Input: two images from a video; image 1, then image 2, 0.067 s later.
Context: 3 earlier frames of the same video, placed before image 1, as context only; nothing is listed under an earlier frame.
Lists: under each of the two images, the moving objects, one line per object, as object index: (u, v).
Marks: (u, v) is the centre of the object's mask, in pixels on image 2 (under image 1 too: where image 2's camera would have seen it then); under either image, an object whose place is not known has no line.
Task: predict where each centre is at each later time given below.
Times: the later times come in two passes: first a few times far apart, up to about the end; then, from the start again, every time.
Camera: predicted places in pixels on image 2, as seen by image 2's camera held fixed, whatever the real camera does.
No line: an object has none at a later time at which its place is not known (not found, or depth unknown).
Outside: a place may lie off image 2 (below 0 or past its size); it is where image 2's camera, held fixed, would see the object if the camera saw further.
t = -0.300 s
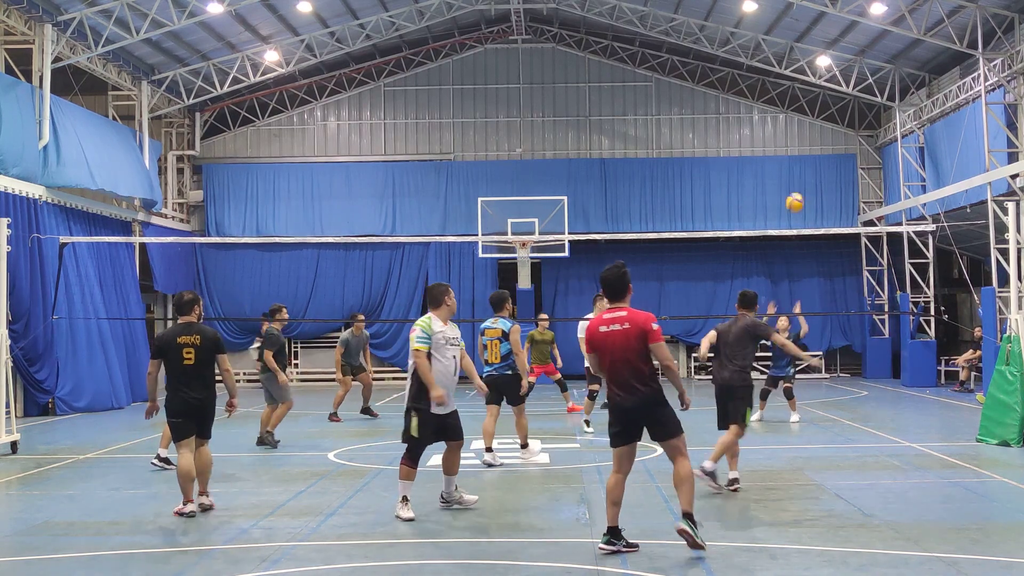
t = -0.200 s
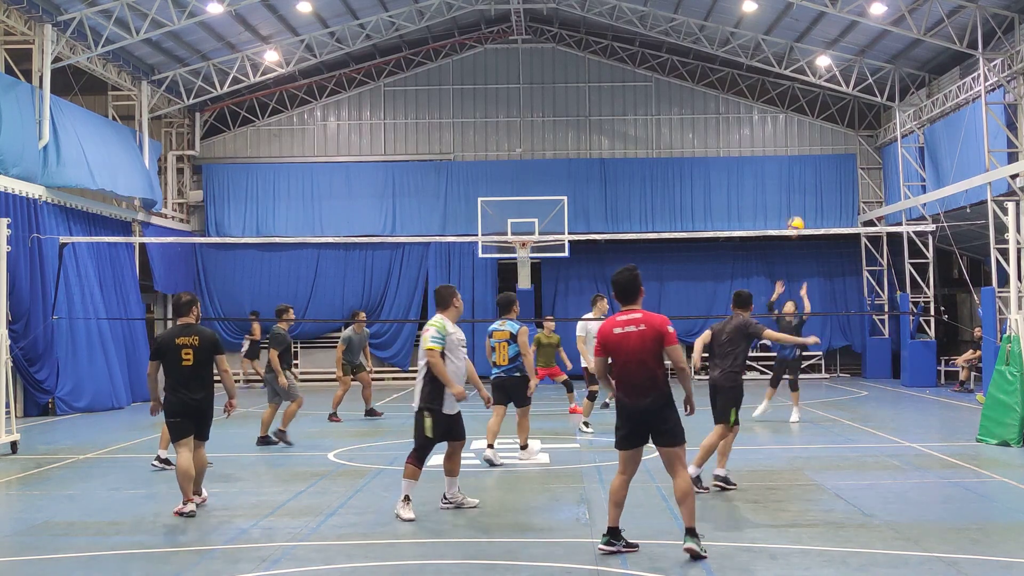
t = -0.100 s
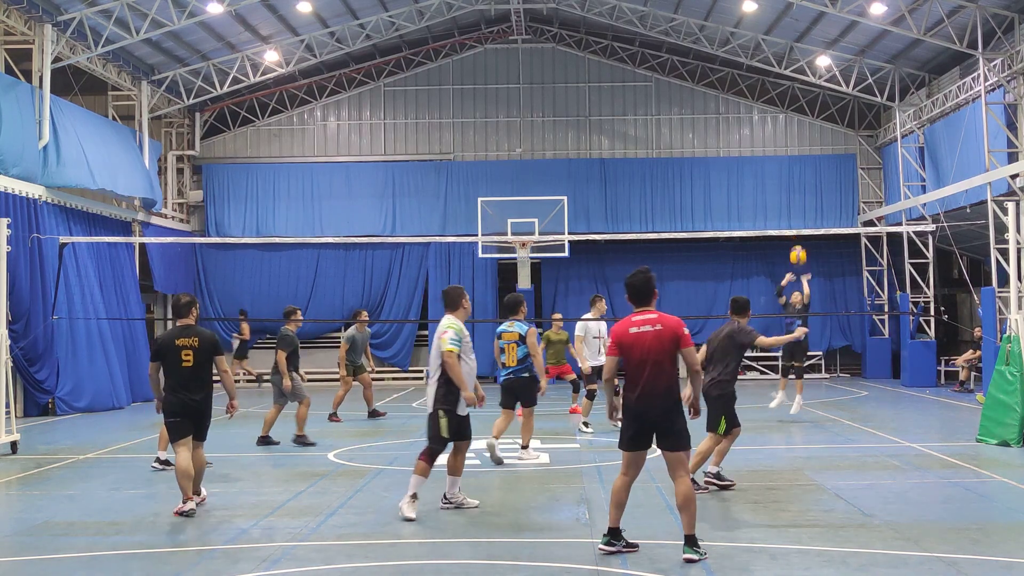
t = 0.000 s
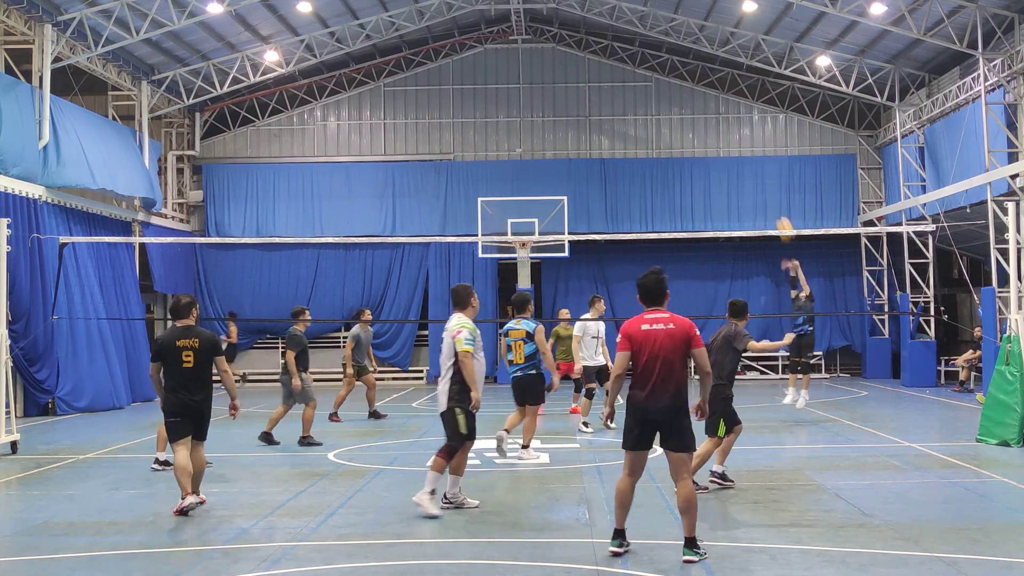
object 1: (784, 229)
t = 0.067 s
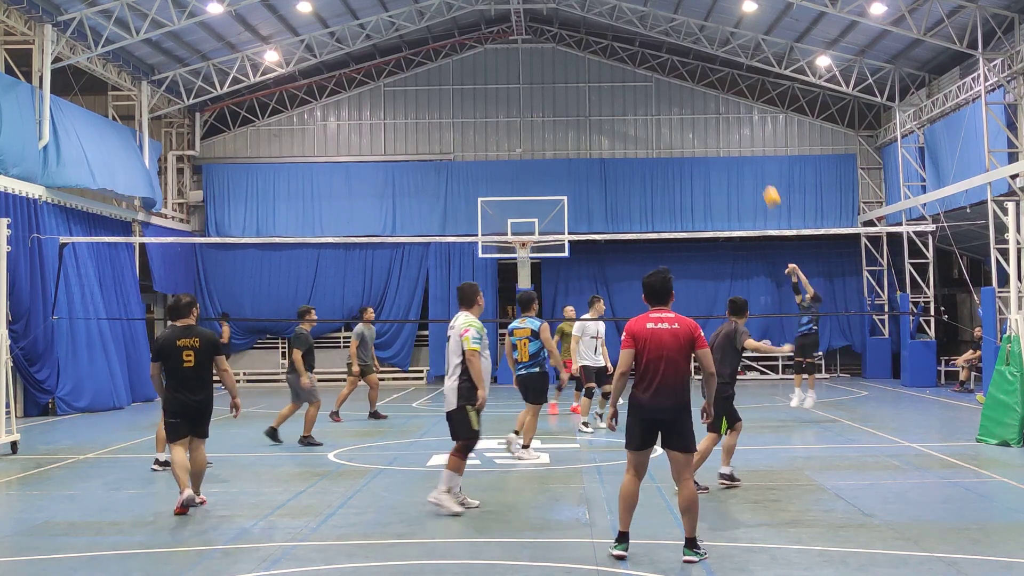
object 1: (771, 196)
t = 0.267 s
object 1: (734, 122)
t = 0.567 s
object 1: (681, 71)
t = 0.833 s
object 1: (639, 77)
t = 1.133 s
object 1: (593, 141)
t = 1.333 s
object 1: (565, 216)
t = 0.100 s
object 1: (765, 182)
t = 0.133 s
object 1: (759, 169)
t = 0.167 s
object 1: (753, 156)
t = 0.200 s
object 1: (746, 144)
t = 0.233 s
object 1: (740, 133)
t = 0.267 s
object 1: (734, 122)
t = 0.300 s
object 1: (728, 114)
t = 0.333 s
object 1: (722, 106)
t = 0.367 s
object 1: (716, 98)
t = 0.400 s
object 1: (710, 91)
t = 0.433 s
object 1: (704, 86)
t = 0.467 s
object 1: (699, 81)
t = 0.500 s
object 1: (693, 77)
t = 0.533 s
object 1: (687, 73)
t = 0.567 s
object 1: (681, 71)
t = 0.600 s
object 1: (676, 69)
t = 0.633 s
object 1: (671, 68)
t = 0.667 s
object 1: (665, 68)
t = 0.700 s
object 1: (660, 68)
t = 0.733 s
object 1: (654, 69)
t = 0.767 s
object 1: (649, 71)
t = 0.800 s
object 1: (644, 74)
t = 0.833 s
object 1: (639, 77)
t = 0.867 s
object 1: (634, 81)
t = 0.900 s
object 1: (628, 87)
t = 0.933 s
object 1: (623, 93)
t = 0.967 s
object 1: (618, 98)
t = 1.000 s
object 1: (613, 106)
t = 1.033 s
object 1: (608, 113)
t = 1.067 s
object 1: (603, 123)
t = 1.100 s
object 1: (598, 131)
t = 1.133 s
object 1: (593, 141)
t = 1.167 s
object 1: (589, 153)
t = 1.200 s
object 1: (584, 164)
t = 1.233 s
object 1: (579, 176)
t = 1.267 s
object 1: (575, 189)
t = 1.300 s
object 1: (571, 202)
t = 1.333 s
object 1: (565, 216)
